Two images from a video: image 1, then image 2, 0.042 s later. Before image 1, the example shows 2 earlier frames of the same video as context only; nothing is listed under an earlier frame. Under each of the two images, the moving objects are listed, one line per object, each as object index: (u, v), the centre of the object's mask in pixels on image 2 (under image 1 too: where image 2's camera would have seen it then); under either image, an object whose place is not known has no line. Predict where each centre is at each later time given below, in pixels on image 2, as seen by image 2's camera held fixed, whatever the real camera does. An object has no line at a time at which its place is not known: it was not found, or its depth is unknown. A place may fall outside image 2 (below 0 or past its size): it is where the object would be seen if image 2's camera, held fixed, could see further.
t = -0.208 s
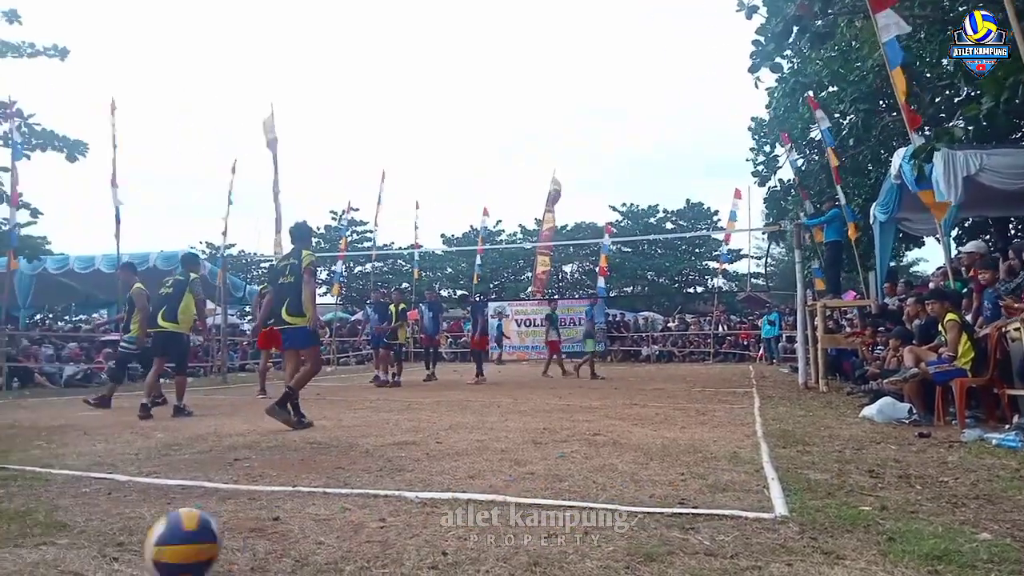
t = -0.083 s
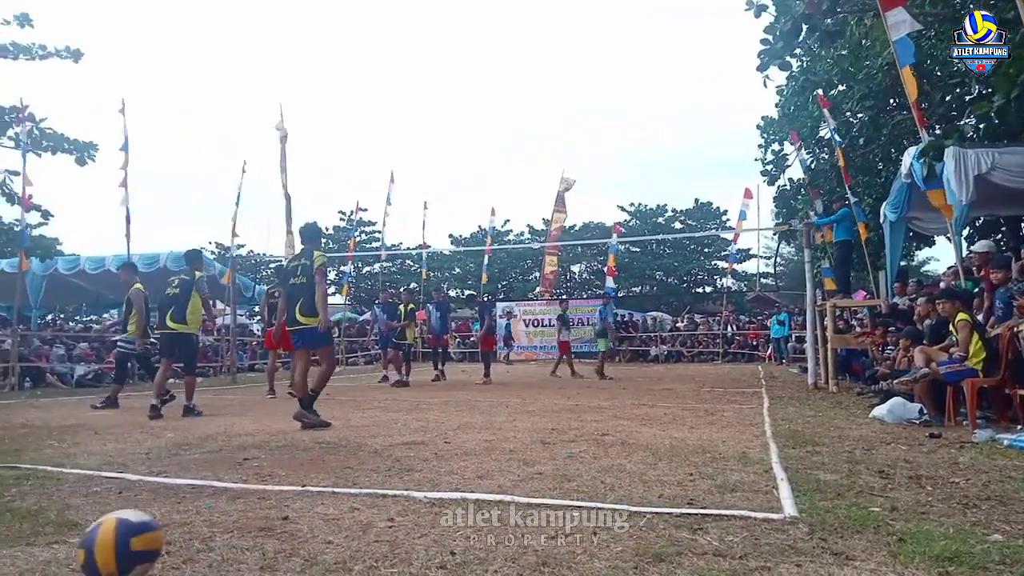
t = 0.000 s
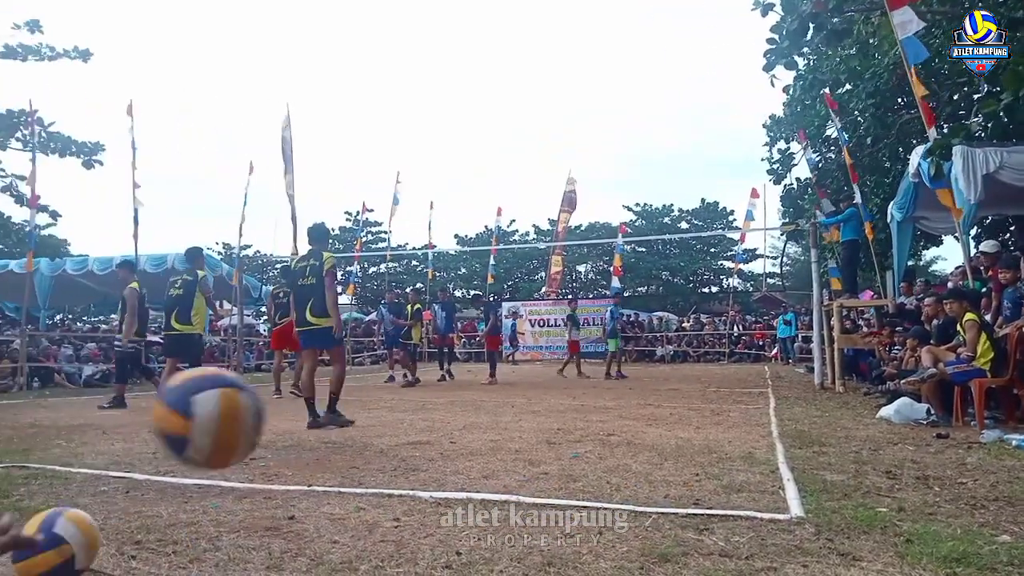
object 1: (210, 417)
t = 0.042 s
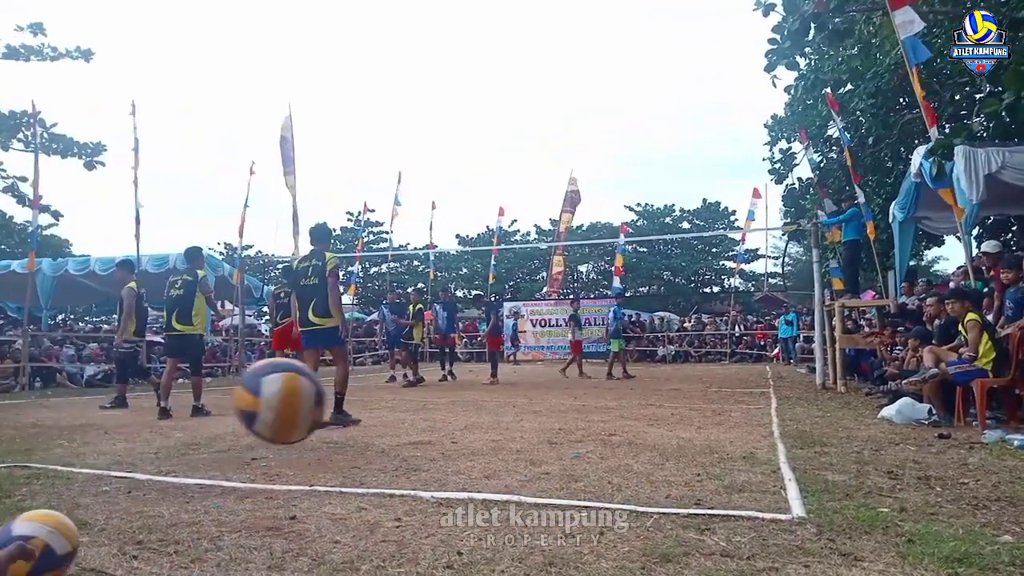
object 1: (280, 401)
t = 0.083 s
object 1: (331, 393)
